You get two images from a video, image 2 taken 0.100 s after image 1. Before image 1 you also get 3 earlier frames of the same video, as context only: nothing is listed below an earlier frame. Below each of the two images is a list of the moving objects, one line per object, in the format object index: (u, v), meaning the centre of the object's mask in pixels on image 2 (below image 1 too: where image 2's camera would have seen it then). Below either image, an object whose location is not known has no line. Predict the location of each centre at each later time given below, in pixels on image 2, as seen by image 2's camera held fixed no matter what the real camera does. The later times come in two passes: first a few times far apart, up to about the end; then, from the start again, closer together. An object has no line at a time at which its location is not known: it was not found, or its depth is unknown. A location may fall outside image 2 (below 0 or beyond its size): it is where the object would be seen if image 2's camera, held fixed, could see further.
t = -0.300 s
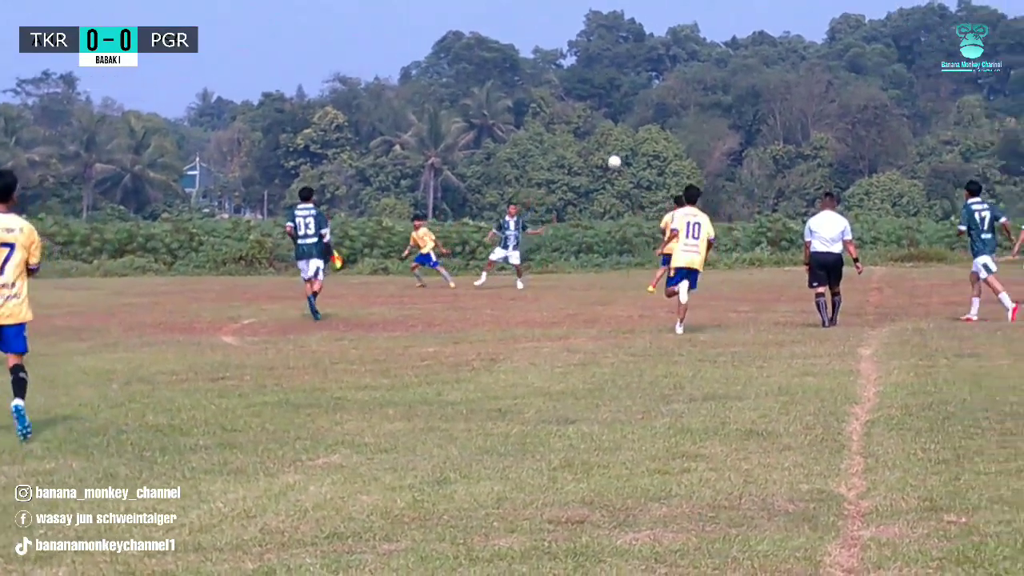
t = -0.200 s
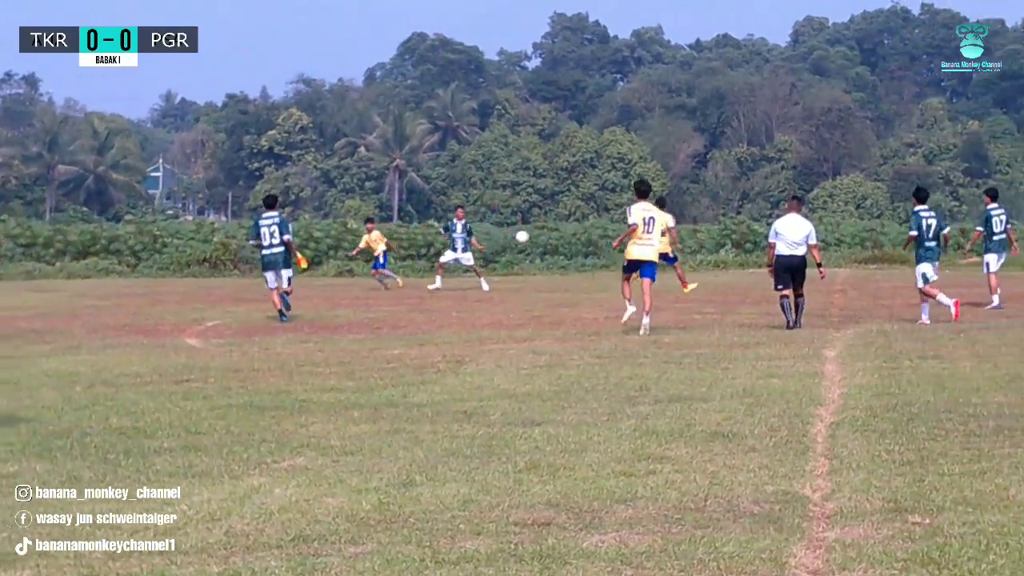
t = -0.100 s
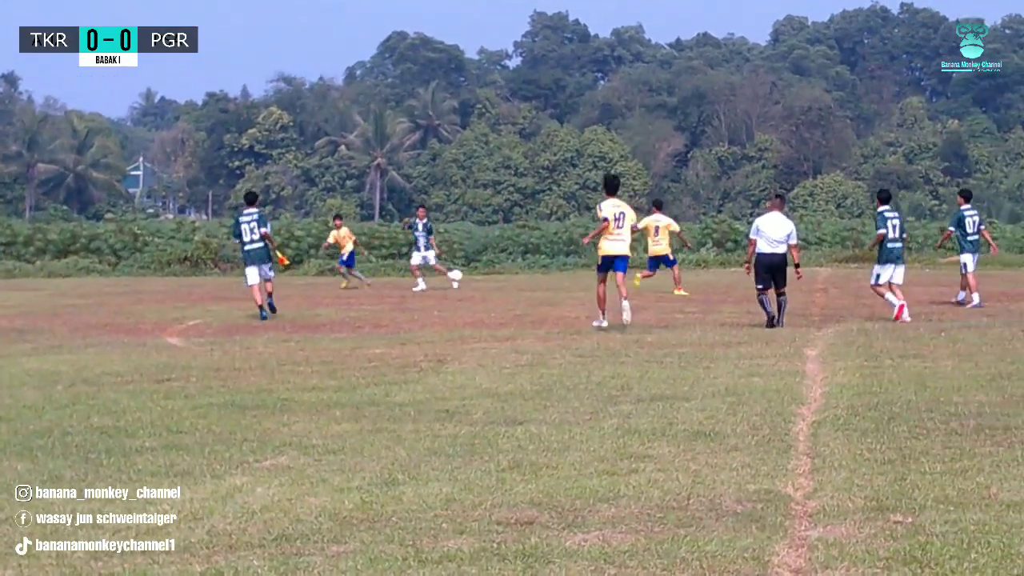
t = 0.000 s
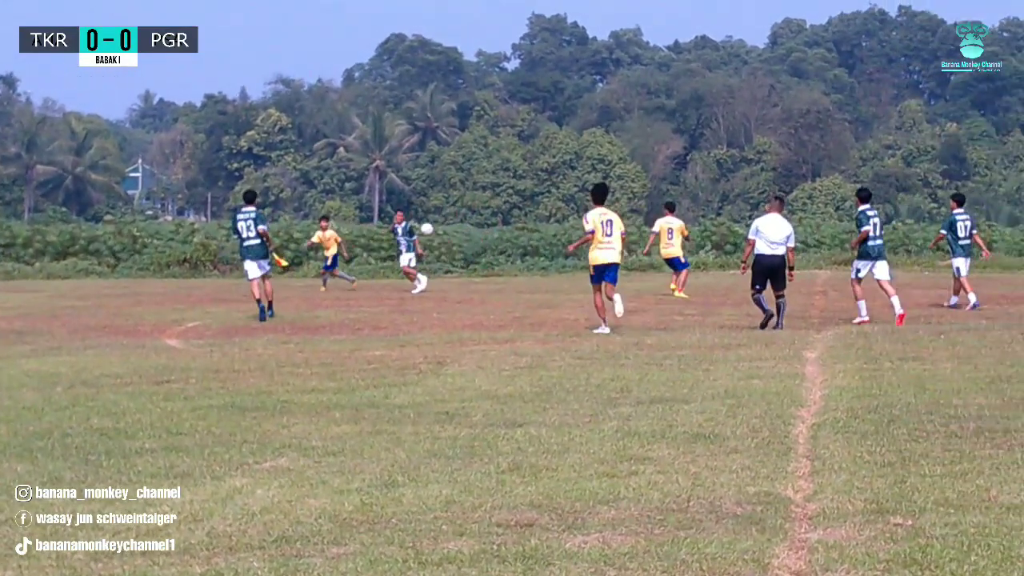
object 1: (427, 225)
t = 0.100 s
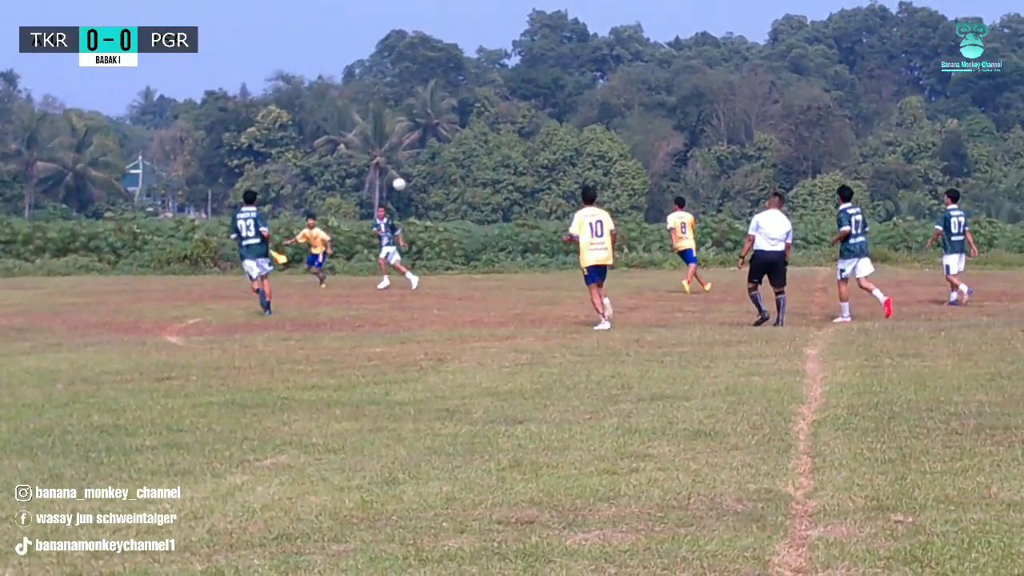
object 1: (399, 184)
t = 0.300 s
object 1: (344, 121)
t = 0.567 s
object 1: (276, 79)
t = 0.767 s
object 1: (230, 74)
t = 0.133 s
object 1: (389, 171)
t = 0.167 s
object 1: (380, 160)
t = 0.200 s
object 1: (372, 149)
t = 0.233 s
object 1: (362, 139)
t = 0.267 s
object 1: (353, 130)
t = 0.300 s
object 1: (344, 121)
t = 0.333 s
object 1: (336, 114)
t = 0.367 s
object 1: (327, 107)
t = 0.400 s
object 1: (318, 100)
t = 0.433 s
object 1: (310, 94)
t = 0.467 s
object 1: (301, 90)
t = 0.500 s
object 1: (293, 85)
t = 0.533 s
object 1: (285, 82)
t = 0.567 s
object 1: (276, 79)
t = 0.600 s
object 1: (268, 76)
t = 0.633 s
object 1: (261, 75)
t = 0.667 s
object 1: (252, 73)
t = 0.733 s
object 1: (238, 73)
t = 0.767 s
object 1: (230, 74)
